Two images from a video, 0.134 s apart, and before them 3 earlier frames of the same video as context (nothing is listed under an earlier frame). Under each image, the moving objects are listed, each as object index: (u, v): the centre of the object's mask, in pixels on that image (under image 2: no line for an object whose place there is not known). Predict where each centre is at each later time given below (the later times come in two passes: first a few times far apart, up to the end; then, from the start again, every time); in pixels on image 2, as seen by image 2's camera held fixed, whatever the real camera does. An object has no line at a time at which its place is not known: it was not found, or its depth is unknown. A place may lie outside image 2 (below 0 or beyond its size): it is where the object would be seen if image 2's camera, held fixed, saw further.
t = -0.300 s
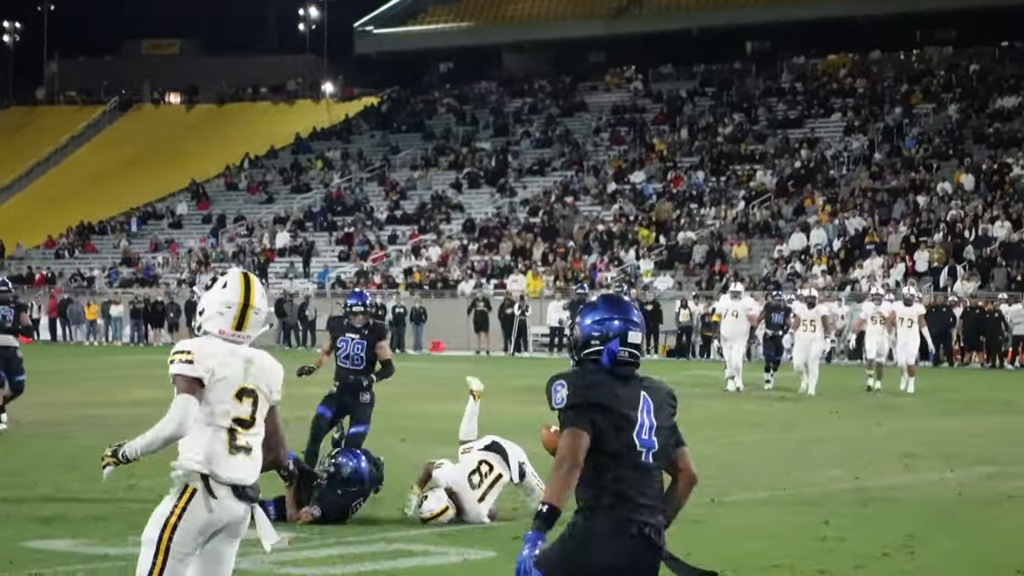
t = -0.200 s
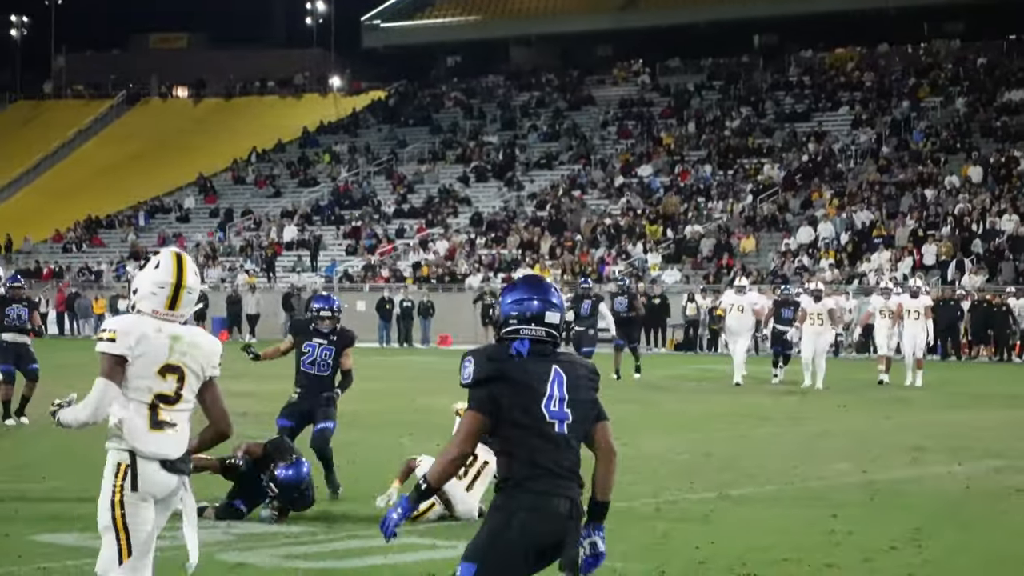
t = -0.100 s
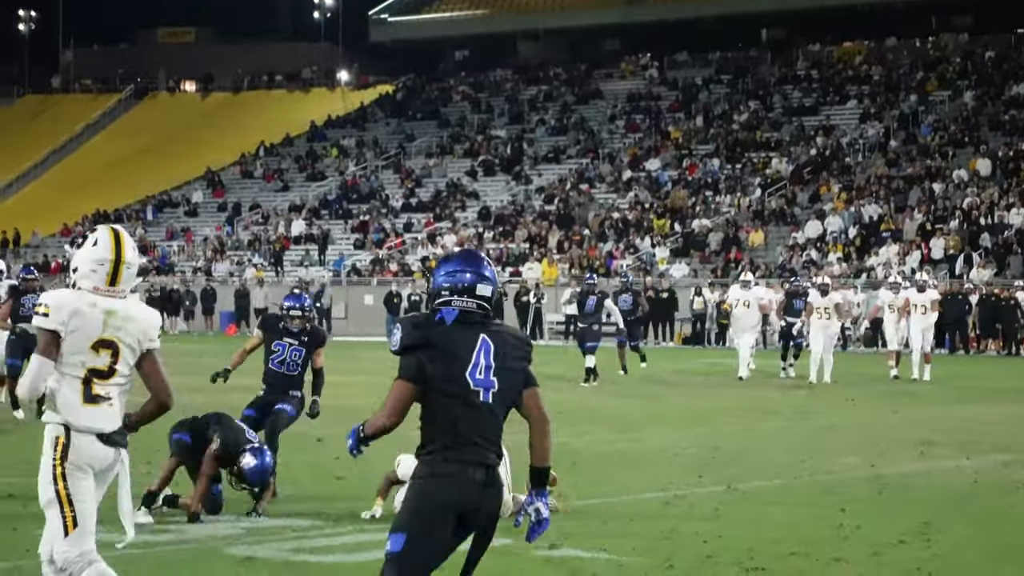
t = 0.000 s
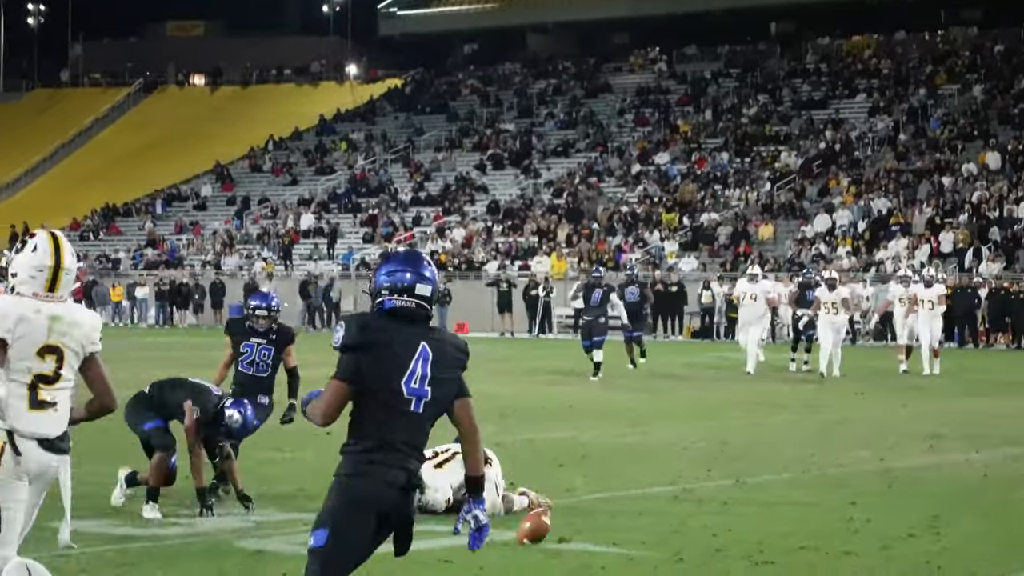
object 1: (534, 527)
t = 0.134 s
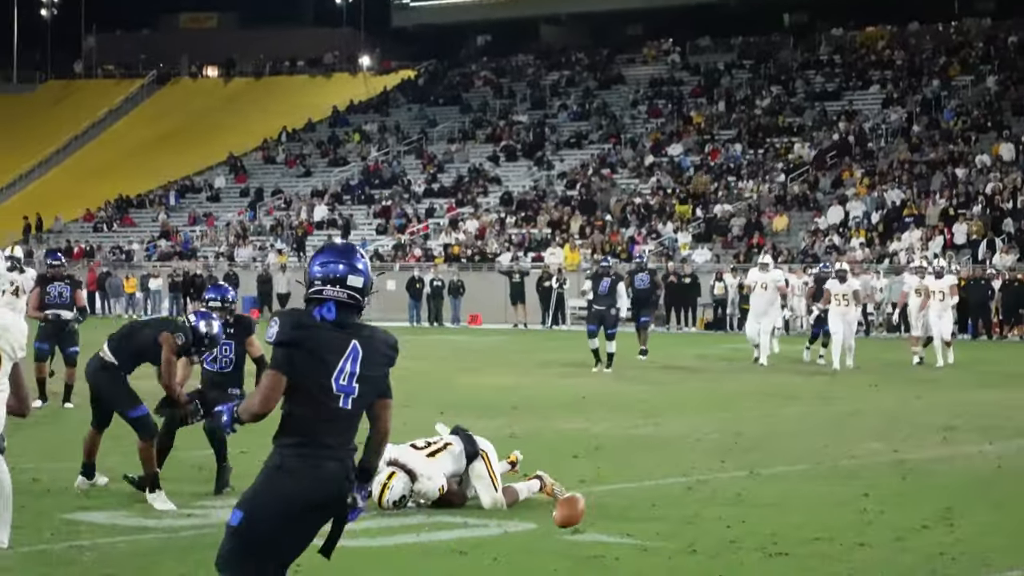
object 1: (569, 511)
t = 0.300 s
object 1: (599, 544)
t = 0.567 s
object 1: (699, 554)
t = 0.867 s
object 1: (836, 578)
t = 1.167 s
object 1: (921, 581)
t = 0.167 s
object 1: (575, 514)
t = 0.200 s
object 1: (581, 517)
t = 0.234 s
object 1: (587, 524)
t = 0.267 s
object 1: (592, 533)
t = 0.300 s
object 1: (599, 544)
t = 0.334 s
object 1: (610, 539)
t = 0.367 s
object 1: (623, 536)
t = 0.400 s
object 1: (634, 534)
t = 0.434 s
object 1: (646, 533)
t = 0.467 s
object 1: (659, 535)
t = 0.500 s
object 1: (672, 540)
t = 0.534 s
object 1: (686, 546)
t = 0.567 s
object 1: (699, 554)
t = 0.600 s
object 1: (713, 566)
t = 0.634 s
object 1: (726, 577)
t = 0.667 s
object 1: (741, 570)
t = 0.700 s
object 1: (757, 565)
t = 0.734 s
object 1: (772, 563)
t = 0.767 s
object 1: (787, 564)
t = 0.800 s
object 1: (803, 565)
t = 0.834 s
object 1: (820, 570)
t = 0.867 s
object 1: (836, 578)
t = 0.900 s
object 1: (853, 588)
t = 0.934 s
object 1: (871, 600)
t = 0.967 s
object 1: (879, 594)
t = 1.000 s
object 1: (885, 586)
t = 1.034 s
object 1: (893, 581)
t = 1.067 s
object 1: (899, 577)
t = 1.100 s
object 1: (906, 575)
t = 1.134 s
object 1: (914, 576)
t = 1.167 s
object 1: (921, 581)
